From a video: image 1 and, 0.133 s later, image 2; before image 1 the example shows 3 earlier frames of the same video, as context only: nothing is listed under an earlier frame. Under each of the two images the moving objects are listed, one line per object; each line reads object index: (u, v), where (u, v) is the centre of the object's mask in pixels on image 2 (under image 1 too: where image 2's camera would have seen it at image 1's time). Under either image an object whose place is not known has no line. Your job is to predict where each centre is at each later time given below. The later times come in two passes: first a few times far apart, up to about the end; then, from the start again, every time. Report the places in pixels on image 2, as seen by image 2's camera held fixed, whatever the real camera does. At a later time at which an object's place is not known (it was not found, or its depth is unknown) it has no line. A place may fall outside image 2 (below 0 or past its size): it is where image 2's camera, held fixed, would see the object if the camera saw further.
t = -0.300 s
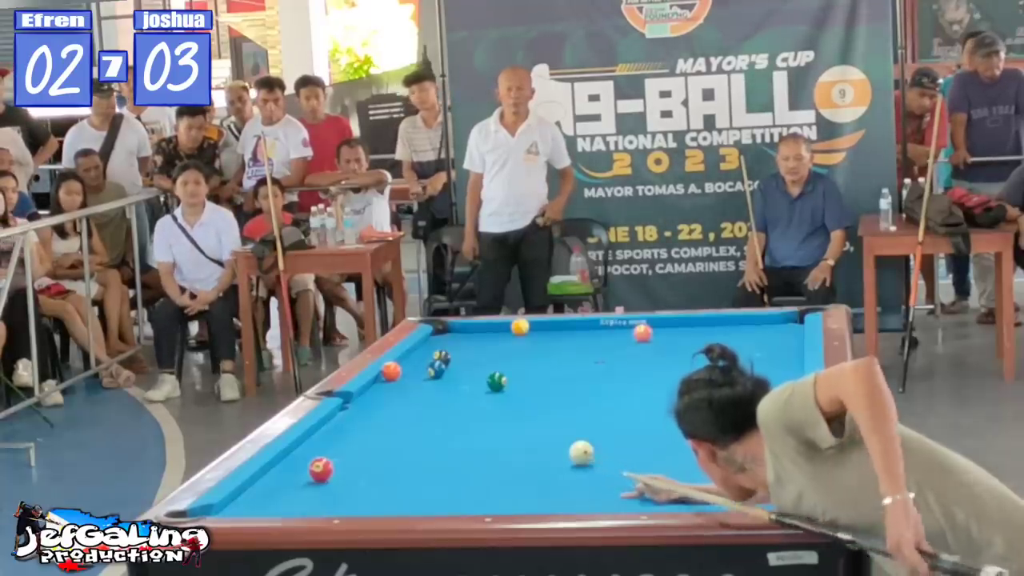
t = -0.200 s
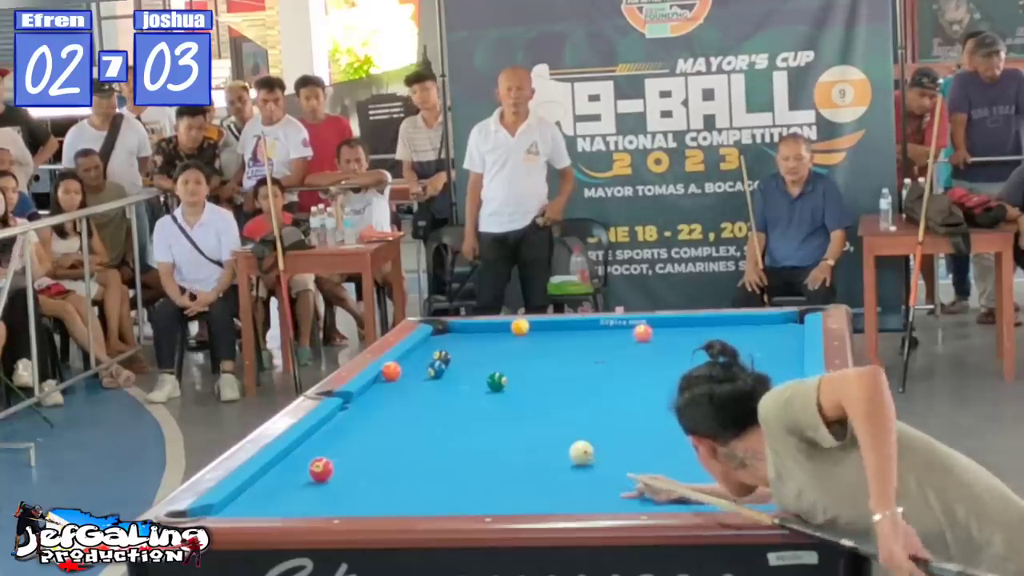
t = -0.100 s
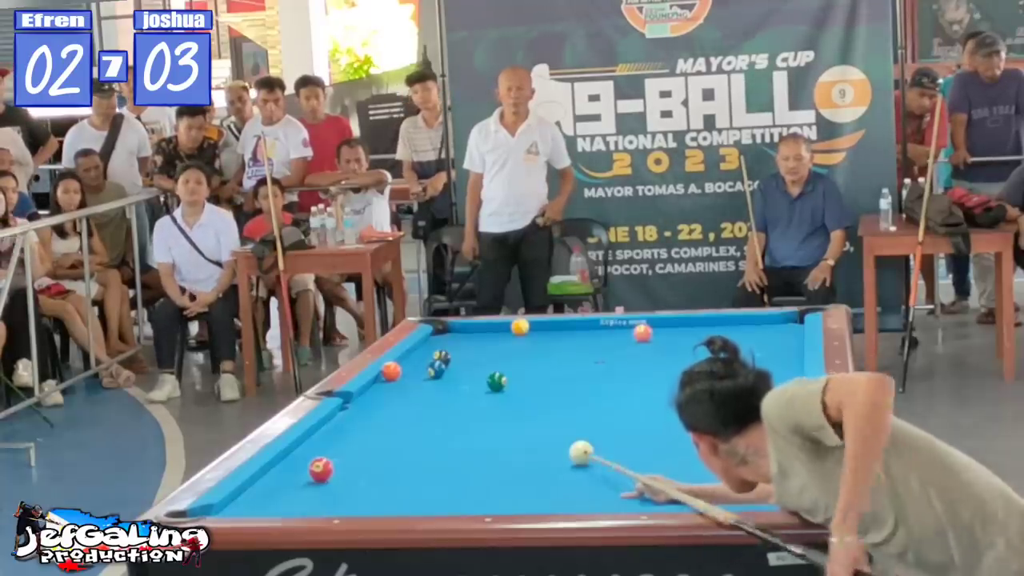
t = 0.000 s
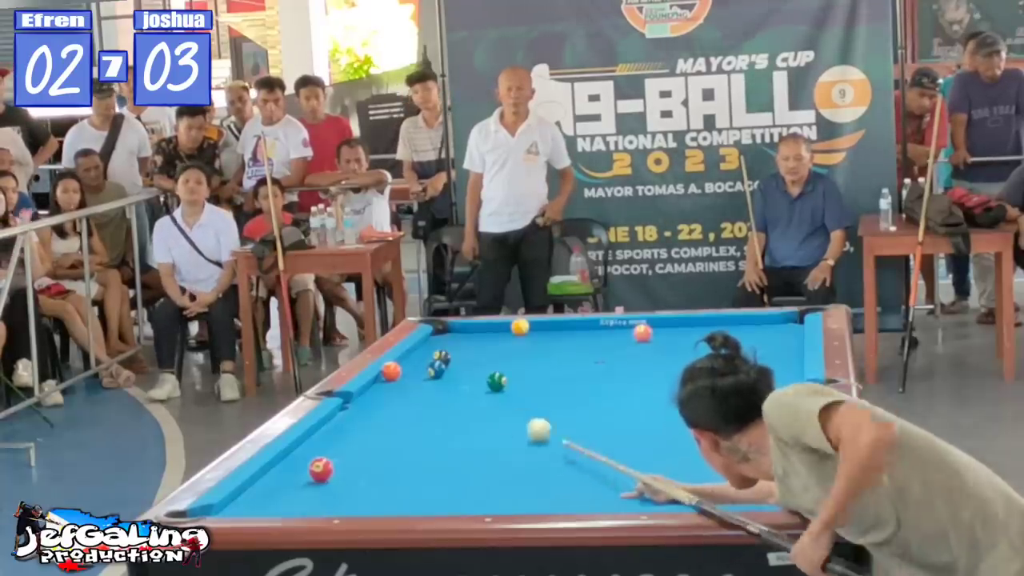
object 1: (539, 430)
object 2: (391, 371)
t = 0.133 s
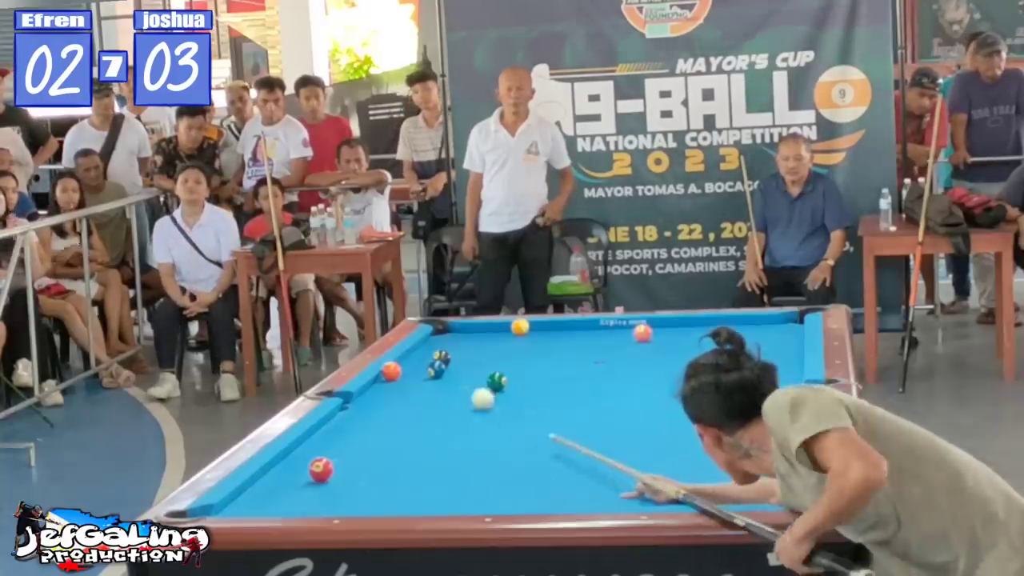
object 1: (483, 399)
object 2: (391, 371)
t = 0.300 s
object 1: (426, 372)
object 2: (391, 371)
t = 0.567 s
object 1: (390, 377)
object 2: (429, 367)
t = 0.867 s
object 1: (402, 375)
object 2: (478, 362)
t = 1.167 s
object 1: (408, 372)
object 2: (523, 360)
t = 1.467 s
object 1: (414, 369)
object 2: (566, 357)
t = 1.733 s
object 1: (418, 367)
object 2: (602, 355)
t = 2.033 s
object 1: (421, 365)
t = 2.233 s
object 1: (423, 364)
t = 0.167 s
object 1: (470, 392)
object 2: (391, 371)
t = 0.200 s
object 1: (459, 386)
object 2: (391, 371)
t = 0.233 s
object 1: (448, 380)
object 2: (391, 371)
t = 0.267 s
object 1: (438, 375)
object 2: (391, 371)
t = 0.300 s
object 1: (426, 372)
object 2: (391, 371)
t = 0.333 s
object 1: (412, 372)
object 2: (391, 371)
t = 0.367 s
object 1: (403, 373)
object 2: (388, 370)
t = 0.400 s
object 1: (397, 374)
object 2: (403, 364)
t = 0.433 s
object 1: (392, 375)
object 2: (408, 369)
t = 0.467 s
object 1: (387, 376)
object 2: (413, 369)
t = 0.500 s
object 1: (384, 376)
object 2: (418, 368)
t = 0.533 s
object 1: (387, 376)
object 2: (424, 368)
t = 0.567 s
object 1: (390, 377)
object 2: (429, 367)
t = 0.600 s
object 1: (392, 377)
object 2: (435, 367)
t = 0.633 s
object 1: (394, 377)
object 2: (440, 366)
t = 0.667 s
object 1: (396, 377)
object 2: (446, 366)
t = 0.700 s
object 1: (397, 377)
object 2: (451, 365)
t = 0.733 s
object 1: (398, 377)
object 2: (457, 364)
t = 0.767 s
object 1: (399, 377)
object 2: (463, 364)
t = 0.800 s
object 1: (400, 376)
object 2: (468, 363)
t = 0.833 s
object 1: (401, 376)
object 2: (473, 363)
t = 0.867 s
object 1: (402, 375)
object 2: (478, 362)
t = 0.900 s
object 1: (402, 375)
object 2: (483, 362)
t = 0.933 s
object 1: (403, 375)
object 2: (488, 362)
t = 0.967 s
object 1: (404, 374)
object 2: (493, 361)
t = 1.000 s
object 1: (405, 374)
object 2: (499, 361)
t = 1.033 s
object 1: (406, 373)
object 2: (504, 361)
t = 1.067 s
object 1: (406, 373)
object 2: (509, 360)
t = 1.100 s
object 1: (407, 373)
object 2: (514, 360)
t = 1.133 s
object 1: (408, 372)
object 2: (519, 360)
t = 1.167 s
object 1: (408, 372)
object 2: (523, 360)
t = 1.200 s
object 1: (409, 372)
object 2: (528, 360)
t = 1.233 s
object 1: (410, 371)
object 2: (533, 359)
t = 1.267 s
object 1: (410, 371)
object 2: (538, 359)
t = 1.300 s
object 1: (411, 371)
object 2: (543, 359)
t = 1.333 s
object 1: (411, 370)
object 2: (548, 359)
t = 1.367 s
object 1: (412, 370)
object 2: (554, 356)
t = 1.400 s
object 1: (413, 370)
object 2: (557, 358)
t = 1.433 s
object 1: (413, 370)
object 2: (561, 358)
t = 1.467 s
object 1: (414, 369)
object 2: (566, 357)
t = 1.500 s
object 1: (414, 369)
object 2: (571, 357)
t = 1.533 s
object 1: (415, 369)
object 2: (575, 357)
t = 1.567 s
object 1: (415, 368)
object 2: (579, 356)
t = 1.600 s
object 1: (416, 368)
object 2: (584, 356)
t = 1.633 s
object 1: (416, 368)
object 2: (589, 356)
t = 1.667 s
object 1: (417, 368)
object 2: (593, 356)
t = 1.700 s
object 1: (417, 368)
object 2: (597, 356)
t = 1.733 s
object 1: (418, 367)
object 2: (602, 355)
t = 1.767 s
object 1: (418, 367)
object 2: (606, 355)
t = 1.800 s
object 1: (418, 367)
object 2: (611, 354)
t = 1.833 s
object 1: (419, 366)
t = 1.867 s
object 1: (419, 366)
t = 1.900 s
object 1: (420, 366)
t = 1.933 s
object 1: (420, 366)
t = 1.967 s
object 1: (420, 366)
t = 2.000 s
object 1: (420, 365)
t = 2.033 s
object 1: (421, 365)
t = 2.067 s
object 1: (421, 365)
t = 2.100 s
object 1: (421, 365)
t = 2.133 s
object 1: (422, 364)
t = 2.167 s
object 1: (422, 364)
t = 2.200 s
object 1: (422, 364)
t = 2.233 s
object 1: (423, 364)
